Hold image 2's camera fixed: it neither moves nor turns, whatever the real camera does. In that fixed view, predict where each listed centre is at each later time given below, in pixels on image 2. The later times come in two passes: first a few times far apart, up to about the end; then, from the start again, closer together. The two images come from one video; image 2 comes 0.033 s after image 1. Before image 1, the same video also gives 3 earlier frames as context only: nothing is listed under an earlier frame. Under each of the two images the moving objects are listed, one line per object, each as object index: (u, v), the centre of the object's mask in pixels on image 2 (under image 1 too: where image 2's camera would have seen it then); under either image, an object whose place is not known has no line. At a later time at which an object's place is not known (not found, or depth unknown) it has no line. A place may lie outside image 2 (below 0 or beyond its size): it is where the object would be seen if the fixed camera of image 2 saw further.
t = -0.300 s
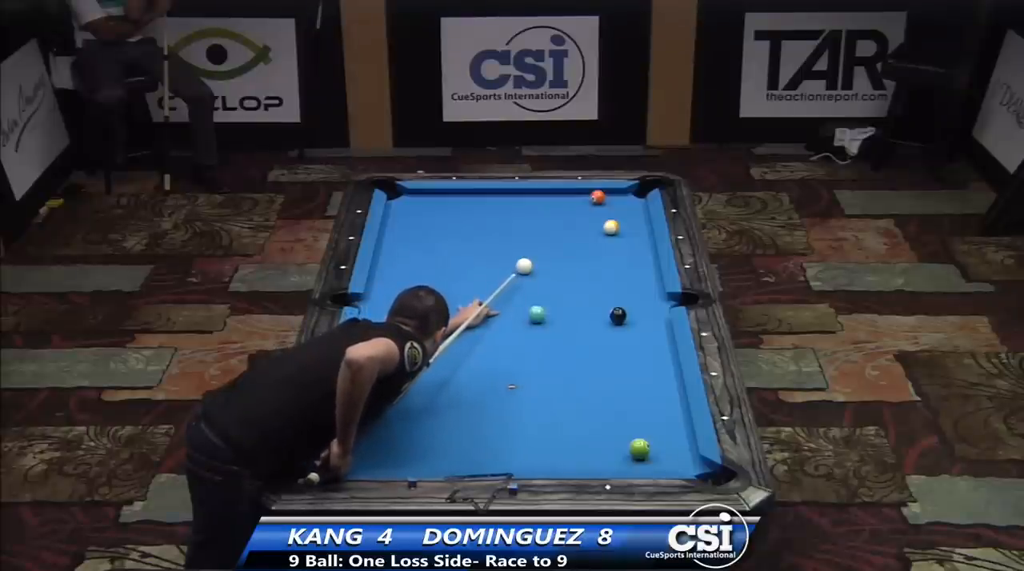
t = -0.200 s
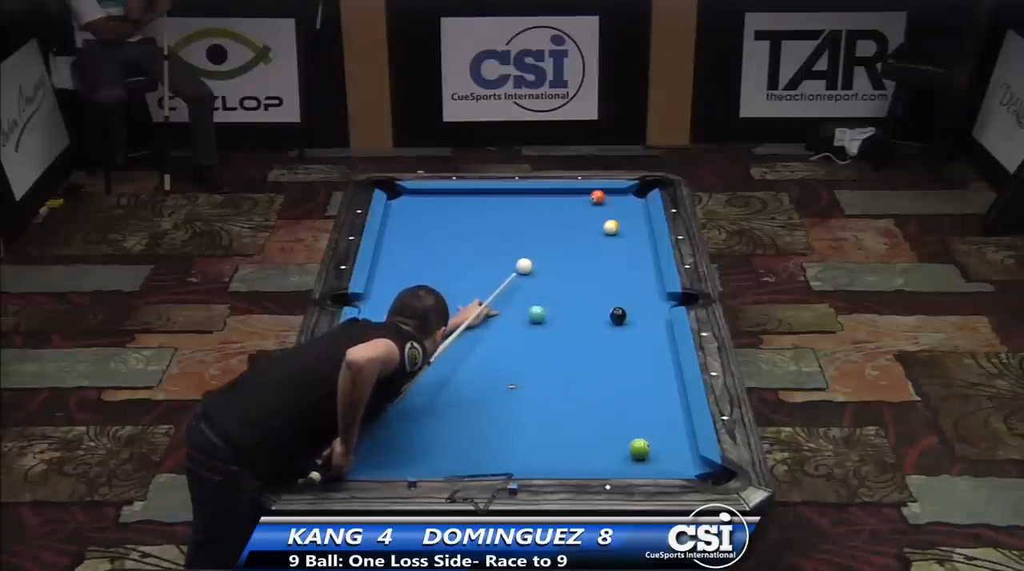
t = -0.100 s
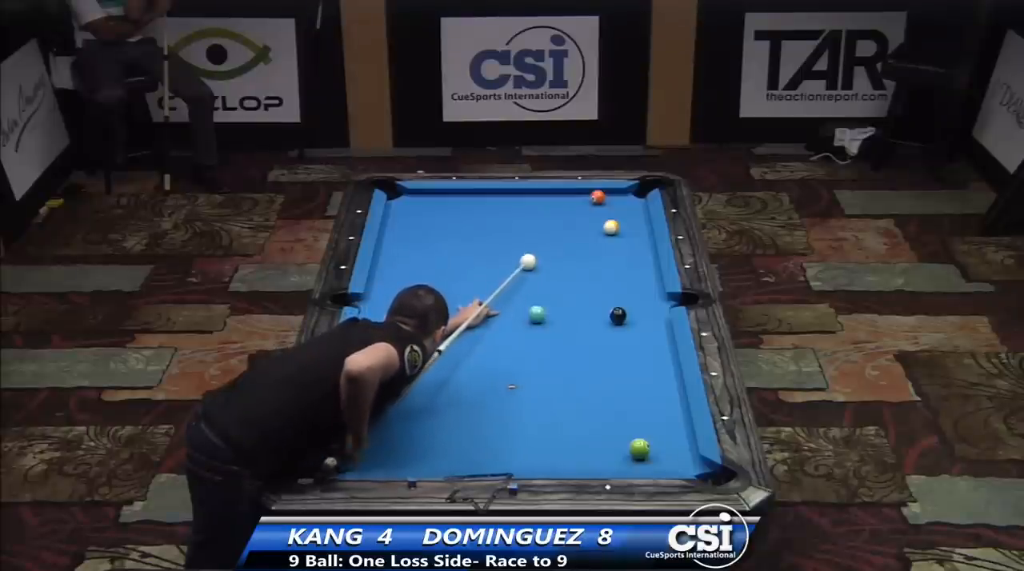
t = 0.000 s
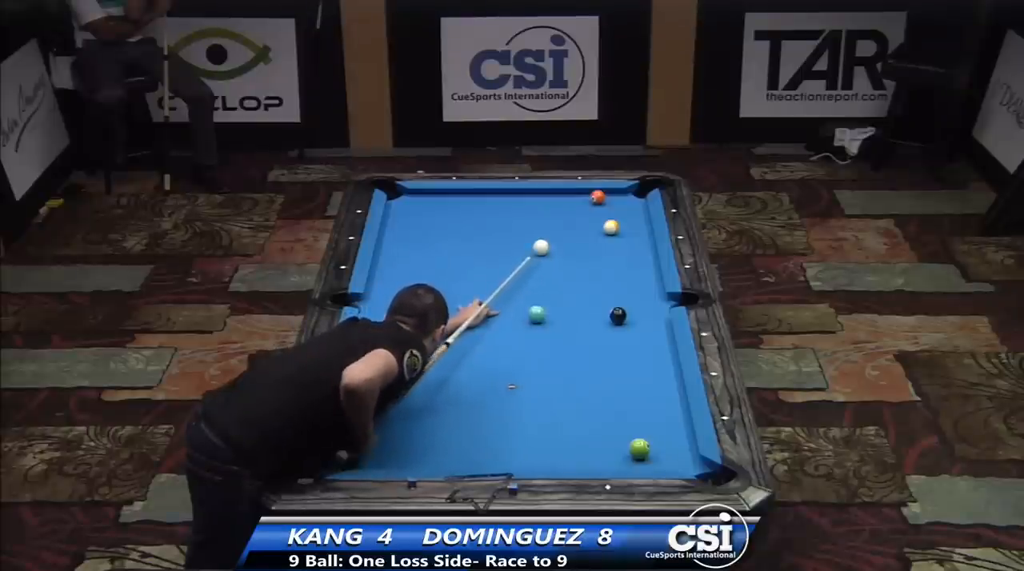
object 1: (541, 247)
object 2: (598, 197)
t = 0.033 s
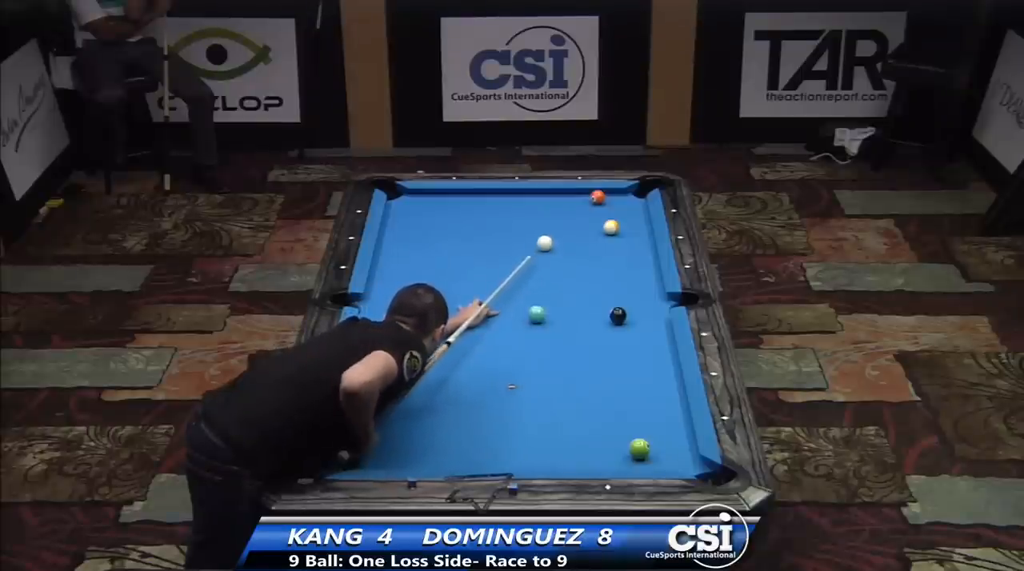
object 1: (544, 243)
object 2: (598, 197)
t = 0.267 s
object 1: (568, 216)
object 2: (598, 197)
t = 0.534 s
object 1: (578, 192)
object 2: (612, 195)
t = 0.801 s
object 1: (569, 205)
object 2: (640, 191)
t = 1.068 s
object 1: (561, 217)
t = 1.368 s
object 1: (551, 230)
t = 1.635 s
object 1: (542, 242)
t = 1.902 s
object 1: (534, 253)
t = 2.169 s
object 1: (526, 265)
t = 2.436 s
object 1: (518, 275)
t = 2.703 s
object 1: (510, 286)
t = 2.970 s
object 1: (502, 296)
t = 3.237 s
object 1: (495, 306)
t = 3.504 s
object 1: (488, 316)
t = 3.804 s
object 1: (481, 325)
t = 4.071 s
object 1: (475, 334)
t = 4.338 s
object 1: (469, 342)
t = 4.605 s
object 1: (464, 349)
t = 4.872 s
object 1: (458, 356)
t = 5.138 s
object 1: (454, 362)
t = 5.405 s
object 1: (450, 367)
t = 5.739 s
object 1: (443, 371)
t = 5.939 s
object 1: (442, 375)
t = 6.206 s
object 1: (440, 378)
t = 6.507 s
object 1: (438, 380)
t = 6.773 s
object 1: (437, 382)
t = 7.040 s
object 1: (436, 382)
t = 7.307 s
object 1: (435, 383)
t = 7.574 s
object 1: (435, 383)
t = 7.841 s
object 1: (435, 383)
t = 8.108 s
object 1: (435, 383)
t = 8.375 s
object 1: (435, 383)
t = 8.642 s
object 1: (435, 383)
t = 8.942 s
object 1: (435, 383)
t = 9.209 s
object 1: (435, 383)
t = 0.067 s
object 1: (548, 239)
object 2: (598, 197)
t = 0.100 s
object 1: (551, 235)
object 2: (598, 197)
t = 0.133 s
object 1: (555, 231)
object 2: (598, 197)
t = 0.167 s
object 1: (559, 227)
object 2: (598, 197)
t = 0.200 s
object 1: (562, 224)
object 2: (598, 197)
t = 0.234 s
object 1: (565, 220)
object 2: (598, 197)
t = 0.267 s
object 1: (568, 216)
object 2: (598, 197)
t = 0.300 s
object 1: (572, 213)
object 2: (598, 197)
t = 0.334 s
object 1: (575, 209)
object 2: (598, 197)
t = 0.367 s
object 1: (578, 205)
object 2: (597, 197)
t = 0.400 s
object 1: (581, 202)
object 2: (597, 197)
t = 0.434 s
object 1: (583, 198)
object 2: (599, 197)
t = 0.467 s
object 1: (581, 196)
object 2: (603, 196)
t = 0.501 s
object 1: (579, 194)
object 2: (608, 195)
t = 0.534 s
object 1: (578, 192)
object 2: (612, 195)
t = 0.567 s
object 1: (577, 194)
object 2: (616, 194)
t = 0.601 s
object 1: (576, 196)
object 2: (620, 193)
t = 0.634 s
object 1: (575, 197)
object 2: (623, 193)
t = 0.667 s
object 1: (574, 199)
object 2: (626, 192)
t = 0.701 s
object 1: (573, 200)
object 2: (630, 191)
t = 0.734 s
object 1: (572, 202)
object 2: (633, 191)
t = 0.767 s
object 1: (570, 203)
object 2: (637, 190)
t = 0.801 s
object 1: (569, 205)
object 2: (640, 191)
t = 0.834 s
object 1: (568, 206)
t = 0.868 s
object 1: (567, 208)
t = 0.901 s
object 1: (566, 209)
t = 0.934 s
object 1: (565, 211)
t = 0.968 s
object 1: (564, 212)
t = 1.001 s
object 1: (563, 214)
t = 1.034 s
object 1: (562, 215)
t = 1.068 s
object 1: (561, 217)
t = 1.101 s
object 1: (559, 218)
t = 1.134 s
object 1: (558, 220)
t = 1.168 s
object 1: (558, 221)
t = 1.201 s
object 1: (556, 223)
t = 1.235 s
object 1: (555, 224)
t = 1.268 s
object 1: (554, 226)
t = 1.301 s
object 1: (553, 227)
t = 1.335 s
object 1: (552, 229)
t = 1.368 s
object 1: (551, 230)
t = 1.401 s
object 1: (550, 232)
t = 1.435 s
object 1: (549, 233)
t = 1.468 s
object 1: (548, 234)
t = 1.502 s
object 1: (547, 236)
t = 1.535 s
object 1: (546, 237)
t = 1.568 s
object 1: (545, 239)
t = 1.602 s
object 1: (543, 240)
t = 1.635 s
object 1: (542, 242)
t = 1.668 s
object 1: (542, 243)
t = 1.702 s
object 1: (540, 245)
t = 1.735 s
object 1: (539, 246)
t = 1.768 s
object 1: (538, 247)
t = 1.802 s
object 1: (538, 249)
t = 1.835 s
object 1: (537, 250)
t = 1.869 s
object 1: (535, 252)
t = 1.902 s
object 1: (534, 253)
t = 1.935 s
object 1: (533, 255)
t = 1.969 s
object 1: (532, 256)
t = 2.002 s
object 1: (531, 258)
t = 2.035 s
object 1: (530, 259)
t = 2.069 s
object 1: (529, 260)
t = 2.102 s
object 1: (528, 262)
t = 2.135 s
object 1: (527, 263)
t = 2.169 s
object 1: (526, 265)
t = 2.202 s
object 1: (525, 266)
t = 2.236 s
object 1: (524, 267)
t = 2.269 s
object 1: (523, 269)
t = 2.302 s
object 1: (522, 270)
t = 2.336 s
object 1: (521, 271)
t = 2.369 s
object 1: (520, 273)
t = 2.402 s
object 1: (519, 274)
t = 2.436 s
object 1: (518, 275)
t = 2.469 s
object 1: (517, 277)
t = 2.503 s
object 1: (516, 278)
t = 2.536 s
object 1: (515, 279)
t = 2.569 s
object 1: (514, 281)
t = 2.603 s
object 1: (513, 282)
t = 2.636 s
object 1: (512, 283)
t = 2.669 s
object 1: (511, 285)
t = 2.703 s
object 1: (510, 286)
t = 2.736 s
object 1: (509, 287)
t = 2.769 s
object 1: (508, 289)
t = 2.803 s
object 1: (507, 290)
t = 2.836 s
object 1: (506, 291)
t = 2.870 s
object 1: (505, 292)
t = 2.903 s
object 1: (504, 294)
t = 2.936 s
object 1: (503, 295)
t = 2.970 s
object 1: (502, 296)
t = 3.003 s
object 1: (502, 298)
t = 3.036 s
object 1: (501, 299)
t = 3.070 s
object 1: (500, 300)
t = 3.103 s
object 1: (499, 301)
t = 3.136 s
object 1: (498, 302)
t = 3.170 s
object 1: (497, 304)
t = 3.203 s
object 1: (496, 305)
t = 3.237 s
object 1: (495, 306)
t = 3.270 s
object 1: (495, 307)
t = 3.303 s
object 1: (494, 309)
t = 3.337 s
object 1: (493, 310)
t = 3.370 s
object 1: (492, 311)
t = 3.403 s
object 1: (491, 312)
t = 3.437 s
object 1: (490, 313)
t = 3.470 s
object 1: (489, 314)
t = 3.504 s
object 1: (488, 316)
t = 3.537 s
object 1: (488, 317)
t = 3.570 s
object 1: (487, 318)
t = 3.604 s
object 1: (486, 319)
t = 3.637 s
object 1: (485, 320)
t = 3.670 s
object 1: (484, 321)
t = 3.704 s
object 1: (484, 322)
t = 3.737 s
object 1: (483, 323)
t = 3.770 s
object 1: (482, 324)
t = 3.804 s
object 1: (481, 325)
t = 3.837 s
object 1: (480, 327)
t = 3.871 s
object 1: (480, 328)
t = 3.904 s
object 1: (479, 329)
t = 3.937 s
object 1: (478, 330)
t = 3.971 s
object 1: (477, 331)
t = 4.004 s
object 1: (477, 332)
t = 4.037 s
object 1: (476, 333)
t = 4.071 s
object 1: (475, 334)
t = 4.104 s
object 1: (475, 335)
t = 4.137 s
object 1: (474, 336)
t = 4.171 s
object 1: (473, 337)
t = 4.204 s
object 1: (472, 338)
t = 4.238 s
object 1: (471, 339)
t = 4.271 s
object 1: (471, 340)
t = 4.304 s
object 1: (470, 341)
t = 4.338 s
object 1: (469, 342)
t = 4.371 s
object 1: (468, 343)
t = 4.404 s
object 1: (468, 344)
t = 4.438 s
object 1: (467, 345)
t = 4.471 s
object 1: (466, 345)
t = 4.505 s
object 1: (466, 346)
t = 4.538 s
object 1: (465, 347)
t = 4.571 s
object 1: (464, 348)
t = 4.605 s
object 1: (464, 349)
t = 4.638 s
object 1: (463, 350)
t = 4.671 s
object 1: (462, 351)
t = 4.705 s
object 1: (461, 352)
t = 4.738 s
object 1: (461, 352)
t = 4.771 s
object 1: (460, 353)
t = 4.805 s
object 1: (460, 354)
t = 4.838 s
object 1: (459, 355)
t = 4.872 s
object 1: (458, 356)
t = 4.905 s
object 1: (458, 356)
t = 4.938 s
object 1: (457, 357)
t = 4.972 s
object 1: (457, 358)
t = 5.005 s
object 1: (456, 359)
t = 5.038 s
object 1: (456, 359)
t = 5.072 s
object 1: (455, 360)
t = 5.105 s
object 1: (454, 361)
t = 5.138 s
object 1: (454, 362)
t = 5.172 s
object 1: (453, 362)
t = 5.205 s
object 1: (453, 363)
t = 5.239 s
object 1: (452, 363)
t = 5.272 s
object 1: (452, 364)
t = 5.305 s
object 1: (451, 365)
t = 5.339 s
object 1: (451, 365)
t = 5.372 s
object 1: (450, 366)
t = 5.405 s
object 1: (450, 367)
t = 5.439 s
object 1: (449, 367)
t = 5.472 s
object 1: (448, 368)
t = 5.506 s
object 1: (448, 368)
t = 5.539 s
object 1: (450, 368)
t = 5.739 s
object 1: (443, 371)
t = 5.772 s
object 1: (445, 373)
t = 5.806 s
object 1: (444, 373)
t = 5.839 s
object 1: (444, 374)
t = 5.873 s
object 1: (443, 374)
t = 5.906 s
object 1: (443, 374)
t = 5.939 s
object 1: (442, 375)
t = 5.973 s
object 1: (442, 375)
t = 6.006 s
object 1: (442, 375)
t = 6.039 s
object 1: (441, 376)
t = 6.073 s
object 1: (441, 376)
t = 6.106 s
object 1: (441, 376)
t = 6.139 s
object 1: (440, 377)
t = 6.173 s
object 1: (440, 377)
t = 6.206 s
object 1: (440, 378)
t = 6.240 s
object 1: (439, 378)
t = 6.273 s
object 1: (439, 378)
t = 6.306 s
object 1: (439, 379)
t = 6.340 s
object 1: (439, 379)
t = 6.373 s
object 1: (438, 379)
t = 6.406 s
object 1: (438, 379)
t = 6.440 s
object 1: (438, 380)
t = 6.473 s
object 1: (438, 380)
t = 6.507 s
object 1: (438, 380)
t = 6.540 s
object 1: (438, 380)
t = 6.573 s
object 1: (438, 381)
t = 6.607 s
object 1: (437, 381)
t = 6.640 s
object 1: (437, 381)
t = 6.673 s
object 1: (437, 381)
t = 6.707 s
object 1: (437, 381)
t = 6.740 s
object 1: (437, 381)
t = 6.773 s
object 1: (437, 382)
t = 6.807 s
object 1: (437, 382)
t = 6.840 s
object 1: (436, 382)
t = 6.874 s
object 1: (436, 382)
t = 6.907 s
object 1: (436, 382)
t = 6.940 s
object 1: (436, 382)
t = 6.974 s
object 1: (436, 382)
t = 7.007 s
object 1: (435, 382)
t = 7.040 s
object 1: (436, 382)
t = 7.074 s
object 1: (435, 382)
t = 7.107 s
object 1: (435, 383)
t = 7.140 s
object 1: (435, 382)
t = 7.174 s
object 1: (435, 383)
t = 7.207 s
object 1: (435, 383)
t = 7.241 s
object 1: (435, 383)
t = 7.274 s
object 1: (435, 383)
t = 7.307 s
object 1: (435, 383)
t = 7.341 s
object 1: (435, 383)
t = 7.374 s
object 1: (435, 383)
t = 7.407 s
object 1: (435, 383)
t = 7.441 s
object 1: (435, 383)
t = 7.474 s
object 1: (435, 383)
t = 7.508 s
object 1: (435, 383)
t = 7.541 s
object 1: (435, 383)
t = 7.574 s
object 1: (435, 383)
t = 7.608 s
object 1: (435, 383)
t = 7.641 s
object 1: (435, 383)
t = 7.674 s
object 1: (435, 383)
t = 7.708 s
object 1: (435, 383)
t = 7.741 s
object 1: (435, 383)
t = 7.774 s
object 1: (435, 383)
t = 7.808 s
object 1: (435, 383)
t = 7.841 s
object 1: (435, 383)
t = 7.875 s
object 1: (435, 383)
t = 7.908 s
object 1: (435, 383)
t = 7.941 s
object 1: (435, 383)
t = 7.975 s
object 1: (435, 383)
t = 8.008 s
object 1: (435, 383)
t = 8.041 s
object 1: (435, 383)
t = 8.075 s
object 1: (435, 383)
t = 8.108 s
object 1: (435, 383)
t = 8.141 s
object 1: (435, 383)
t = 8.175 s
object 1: (435, 383)
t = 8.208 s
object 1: (435, 383)
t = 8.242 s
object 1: (435, 383)
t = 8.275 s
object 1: (435, 383)
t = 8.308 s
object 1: (435, 383)
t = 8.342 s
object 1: (435, 383)
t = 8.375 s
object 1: (435, 383)
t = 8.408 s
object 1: (435, 383)
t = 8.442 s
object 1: (435, 383)
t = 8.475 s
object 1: (435, 383)
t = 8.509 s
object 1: (435, 383)
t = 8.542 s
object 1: (435, 382)
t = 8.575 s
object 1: (435, 383)
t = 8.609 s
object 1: (435, 383)
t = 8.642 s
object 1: (435, 383)
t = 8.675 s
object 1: (435, 383)
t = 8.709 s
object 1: (435, 383)
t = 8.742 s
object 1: (435, 383)
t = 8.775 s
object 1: (435, 382)
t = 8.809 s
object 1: (435, 383)
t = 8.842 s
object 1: (435, 383)
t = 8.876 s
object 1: (435, 382)
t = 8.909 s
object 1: (435, 382)
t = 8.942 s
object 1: (435, 383)
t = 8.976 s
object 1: (435, 383)
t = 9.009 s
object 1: (435, 382)
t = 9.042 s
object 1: (435, 382)
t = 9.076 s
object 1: (435, 382)
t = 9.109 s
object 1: (435, 383)
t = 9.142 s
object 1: (435, 383)
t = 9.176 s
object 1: (435, 382)
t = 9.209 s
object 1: (435, 383)
